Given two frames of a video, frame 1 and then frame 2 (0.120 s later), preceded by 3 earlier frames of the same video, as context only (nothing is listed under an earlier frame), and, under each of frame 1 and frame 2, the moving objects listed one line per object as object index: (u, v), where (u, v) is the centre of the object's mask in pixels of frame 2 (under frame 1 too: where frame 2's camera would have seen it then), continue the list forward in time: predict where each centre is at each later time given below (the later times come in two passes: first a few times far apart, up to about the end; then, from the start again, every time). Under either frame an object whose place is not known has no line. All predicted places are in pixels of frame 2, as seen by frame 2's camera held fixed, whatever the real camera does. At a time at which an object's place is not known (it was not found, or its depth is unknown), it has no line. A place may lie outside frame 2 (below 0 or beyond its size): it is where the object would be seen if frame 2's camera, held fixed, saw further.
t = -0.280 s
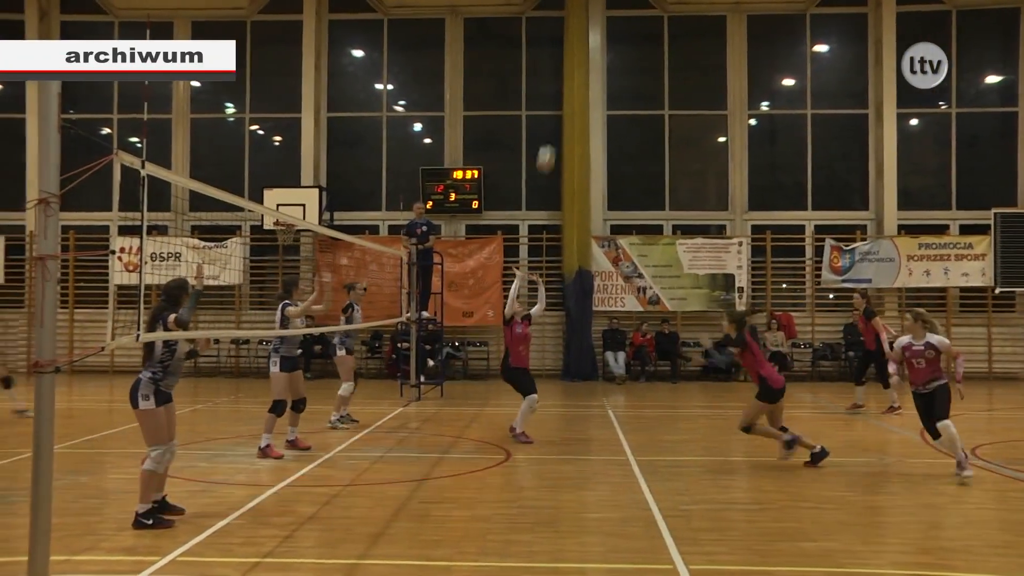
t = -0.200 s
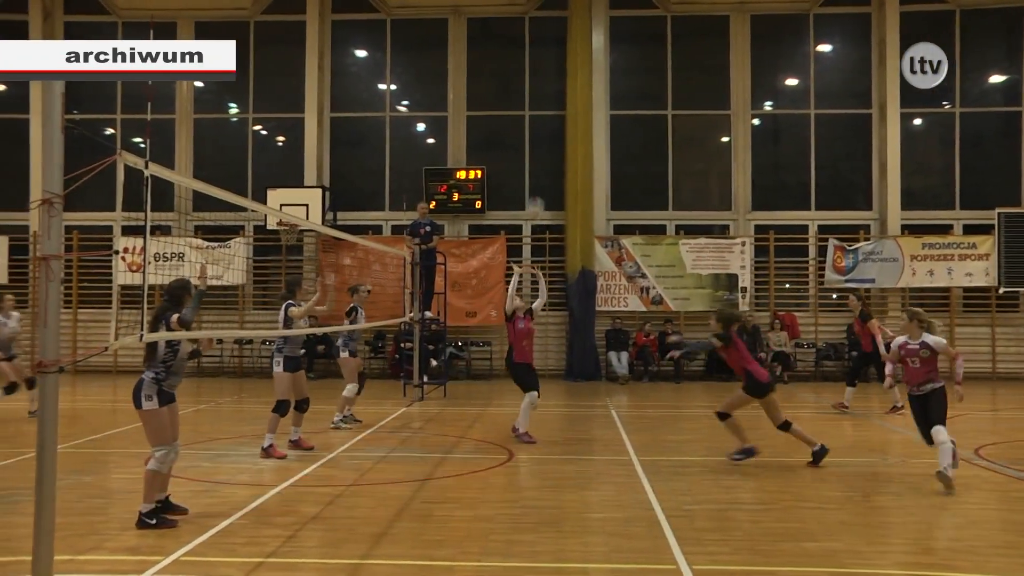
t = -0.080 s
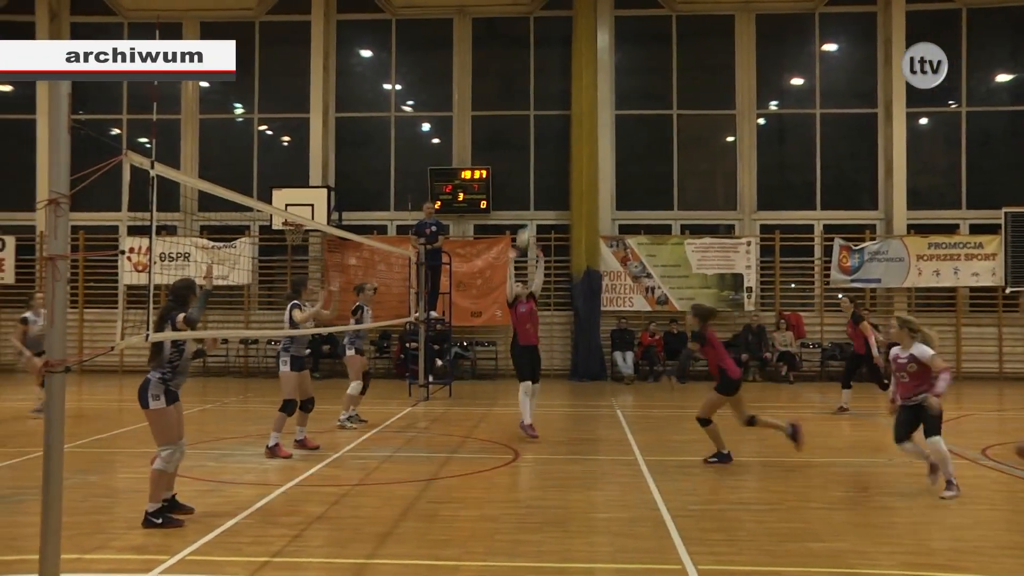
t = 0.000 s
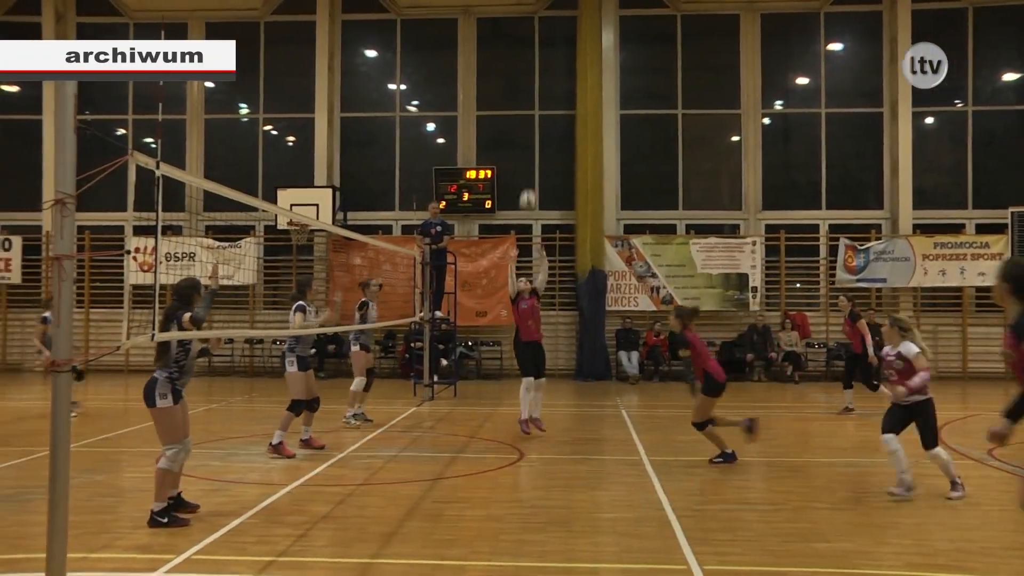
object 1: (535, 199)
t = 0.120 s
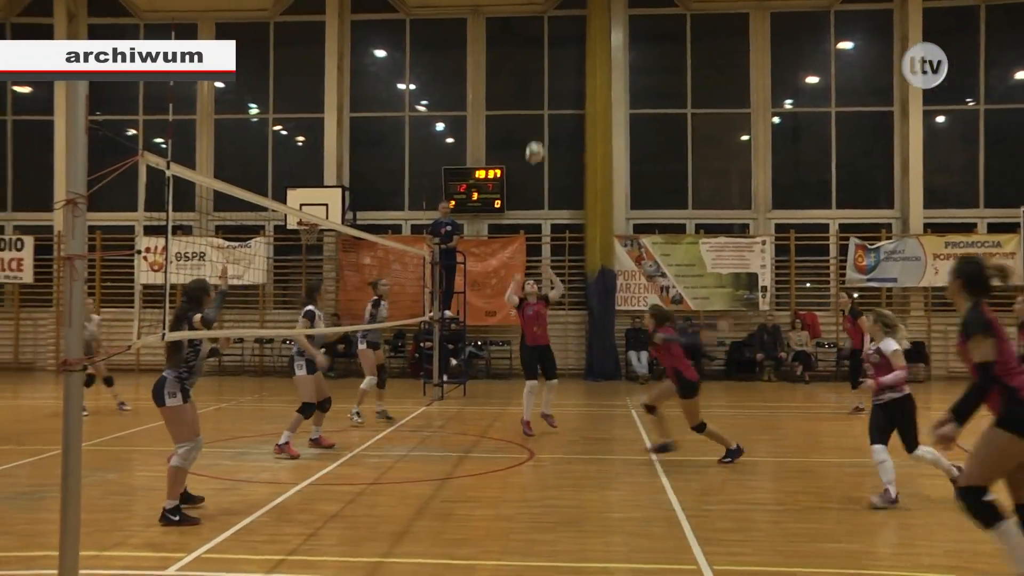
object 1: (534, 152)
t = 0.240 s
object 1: (533, 117)
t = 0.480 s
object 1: (531, 83)
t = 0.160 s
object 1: (534, 139)
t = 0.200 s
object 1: (533, 127)
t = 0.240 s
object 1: (533, 117)
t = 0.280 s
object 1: (532, 108)
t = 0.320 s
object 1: (532, 99)
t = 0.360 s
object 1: (532, 93)
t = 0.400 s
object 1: (531, 89)
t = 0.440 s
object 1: (531, 85)
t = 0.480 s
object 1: (531, 83)
